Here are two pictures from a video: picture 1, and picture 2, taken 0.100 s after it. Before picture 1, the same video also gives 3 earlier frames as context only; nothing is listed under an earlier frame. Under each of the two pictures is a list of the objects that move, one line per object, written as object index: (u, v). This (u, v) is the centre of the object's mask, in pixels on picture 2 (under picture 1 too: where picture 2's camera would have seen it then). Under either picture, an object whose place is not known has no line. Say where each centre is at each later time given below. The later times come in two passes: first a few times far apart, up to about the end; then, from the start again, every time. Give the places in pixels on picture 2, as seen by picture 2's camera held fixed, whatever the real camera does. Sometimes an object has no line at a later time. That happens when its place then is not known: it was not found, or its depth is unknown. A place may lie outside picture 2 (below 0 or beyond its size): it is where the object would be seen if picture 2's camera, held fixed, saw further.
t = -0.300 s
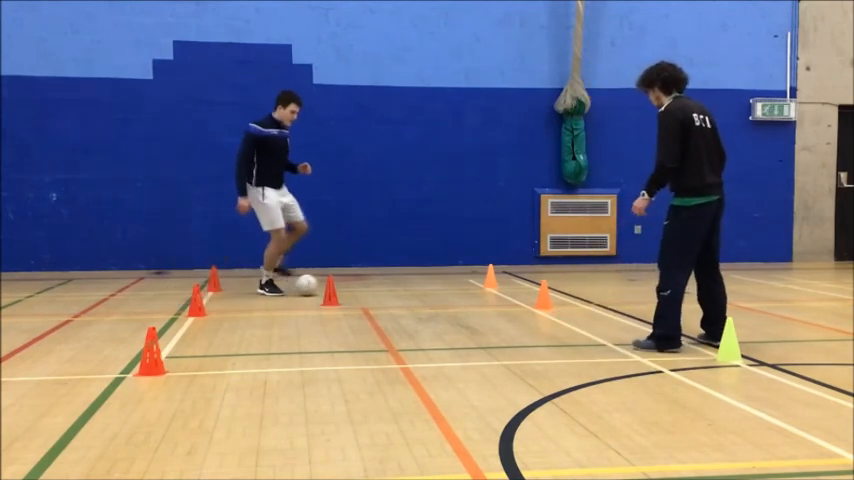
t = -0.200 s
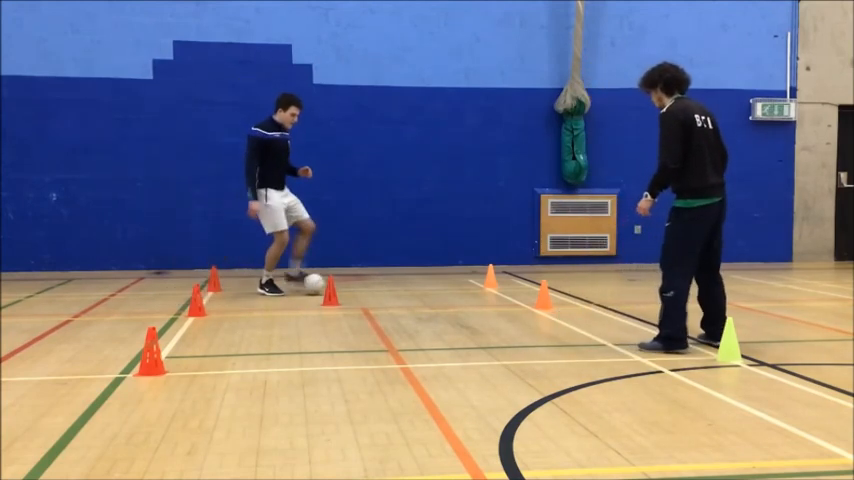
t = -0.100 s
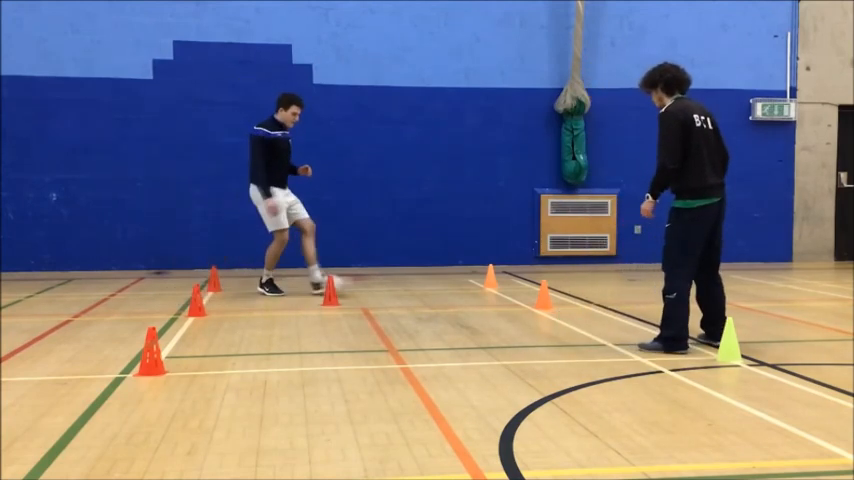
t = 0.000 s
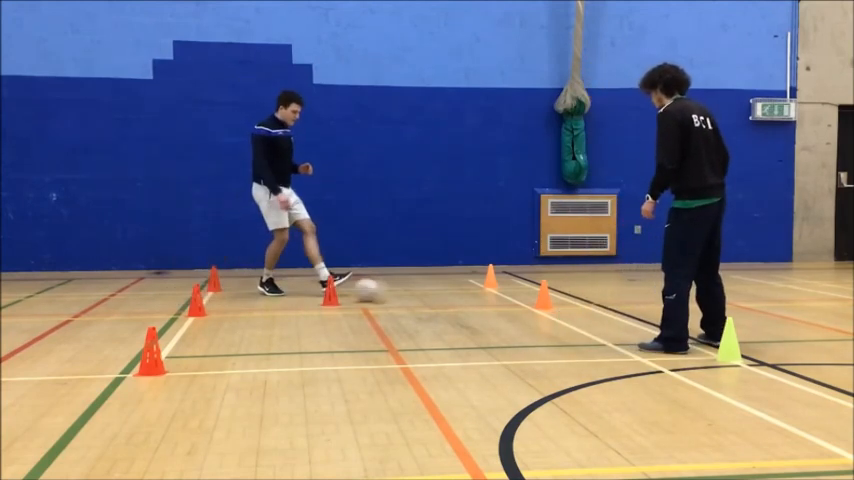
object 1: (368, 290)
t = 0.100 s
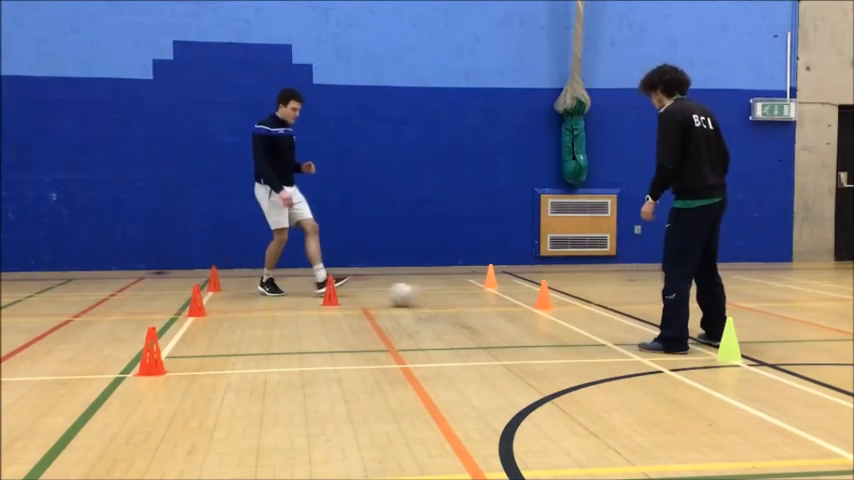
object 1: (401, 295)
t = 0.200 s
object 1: (436, 300)
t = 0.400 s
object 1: (501, 308)
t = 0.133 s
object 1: (413, 295)
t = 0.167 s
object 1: (424, 297)
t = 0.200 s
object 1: (436, 300)
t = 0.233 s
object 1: (447, 300)
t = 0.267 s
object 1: (457, 302)
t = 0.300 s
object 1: (468, 304)
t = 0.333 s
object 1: (478, 304)
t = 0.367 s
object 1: (490, 305)
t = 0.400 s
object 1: (501, 308)
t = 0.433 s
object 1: (512, 310)
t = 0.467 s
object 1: (523, 310)
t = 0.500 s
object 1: (534, 312)
